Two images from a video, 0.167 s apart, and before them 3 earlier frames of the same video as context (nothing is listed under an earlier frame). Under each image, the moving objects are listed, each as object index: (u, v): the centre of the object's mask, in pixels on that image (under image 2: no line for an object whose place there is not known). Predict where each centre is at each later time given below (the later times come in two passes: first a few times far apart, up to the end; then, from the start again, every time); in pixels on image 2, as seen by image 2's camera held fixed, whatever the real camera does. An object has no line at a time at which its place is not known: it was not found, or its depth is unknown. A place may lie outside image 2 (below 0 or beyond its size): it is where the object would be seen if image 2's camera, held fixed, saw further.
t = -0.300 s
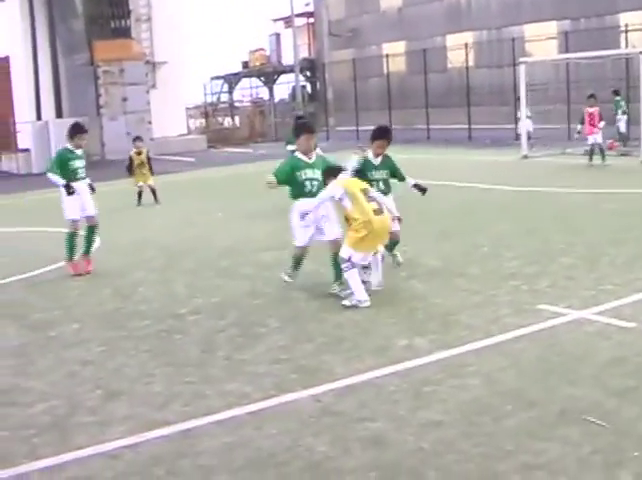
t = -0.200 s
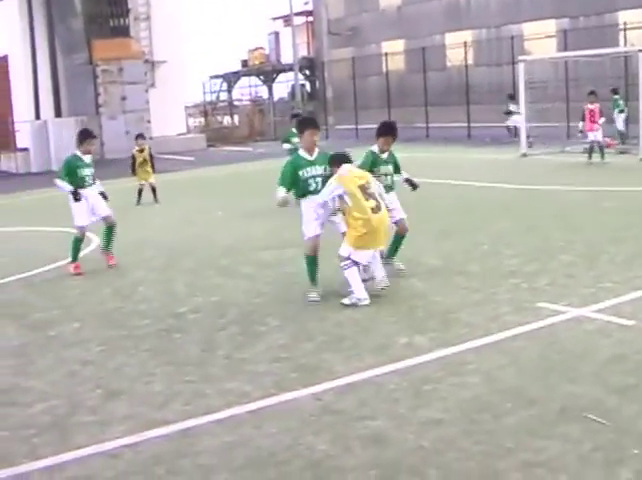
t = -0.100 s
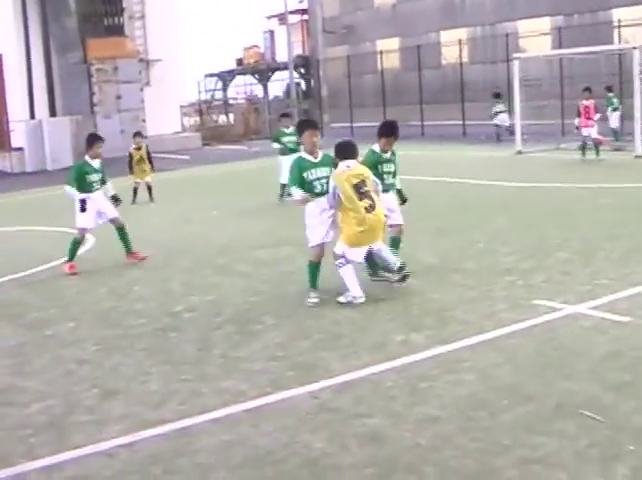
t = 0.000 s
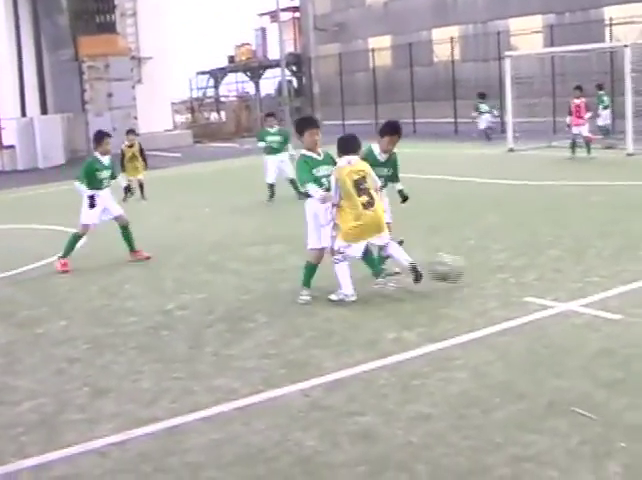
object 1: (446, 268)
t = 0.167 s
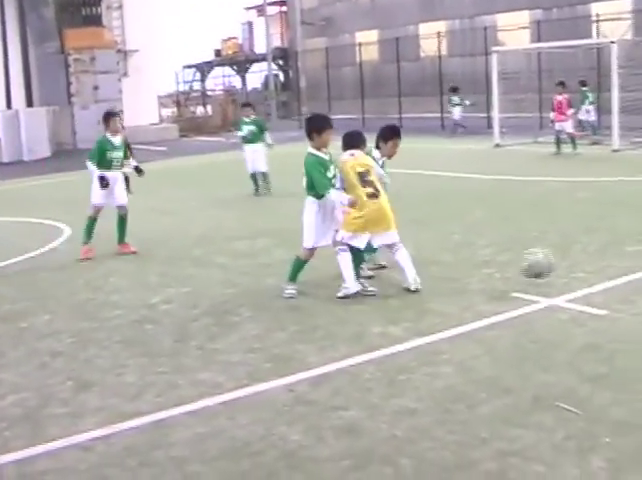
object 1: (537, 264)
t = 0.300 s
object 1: (615, 274)
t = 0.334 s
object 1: (634, 271)
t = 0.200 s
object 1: (556, 265)
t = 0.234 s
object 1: (576, 267)
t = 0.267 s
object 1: (595, 271)
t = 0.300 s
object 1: (615, 274)
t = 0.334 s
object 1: (634, 271)
